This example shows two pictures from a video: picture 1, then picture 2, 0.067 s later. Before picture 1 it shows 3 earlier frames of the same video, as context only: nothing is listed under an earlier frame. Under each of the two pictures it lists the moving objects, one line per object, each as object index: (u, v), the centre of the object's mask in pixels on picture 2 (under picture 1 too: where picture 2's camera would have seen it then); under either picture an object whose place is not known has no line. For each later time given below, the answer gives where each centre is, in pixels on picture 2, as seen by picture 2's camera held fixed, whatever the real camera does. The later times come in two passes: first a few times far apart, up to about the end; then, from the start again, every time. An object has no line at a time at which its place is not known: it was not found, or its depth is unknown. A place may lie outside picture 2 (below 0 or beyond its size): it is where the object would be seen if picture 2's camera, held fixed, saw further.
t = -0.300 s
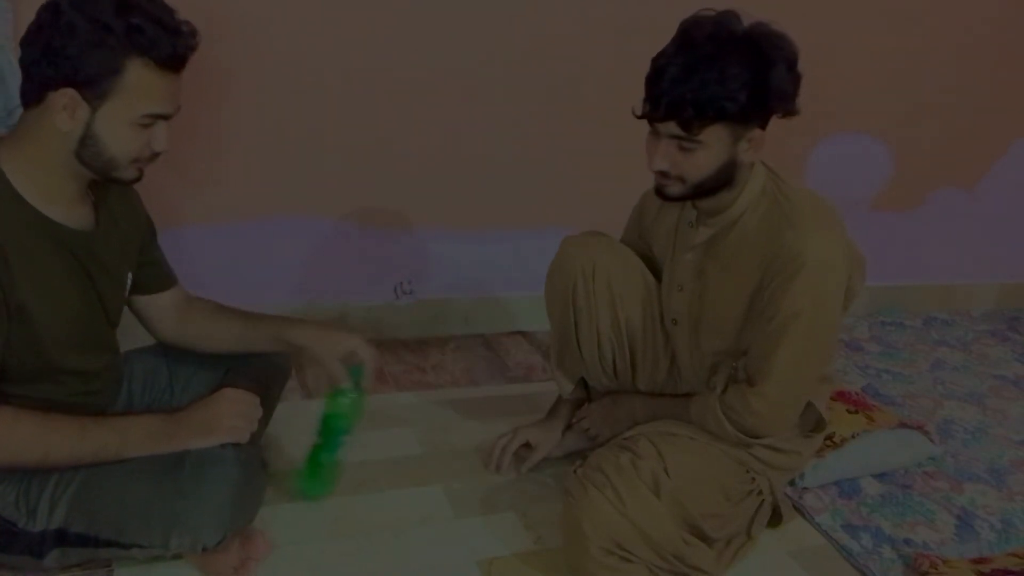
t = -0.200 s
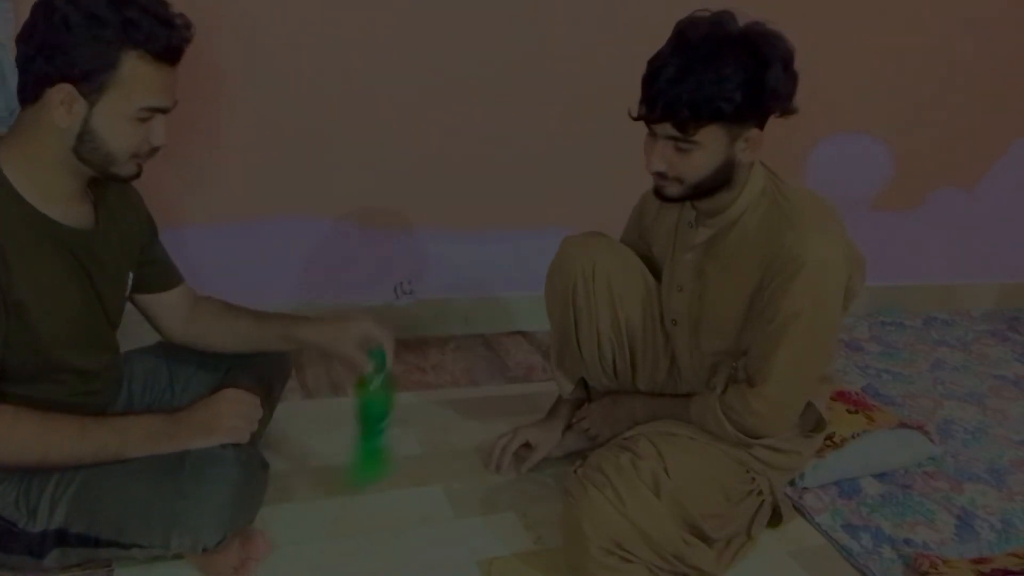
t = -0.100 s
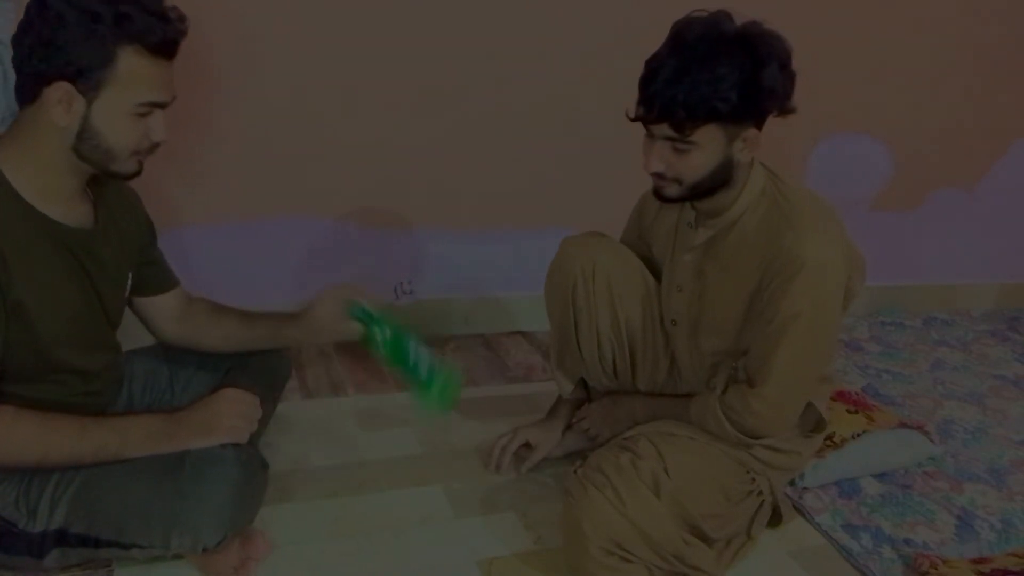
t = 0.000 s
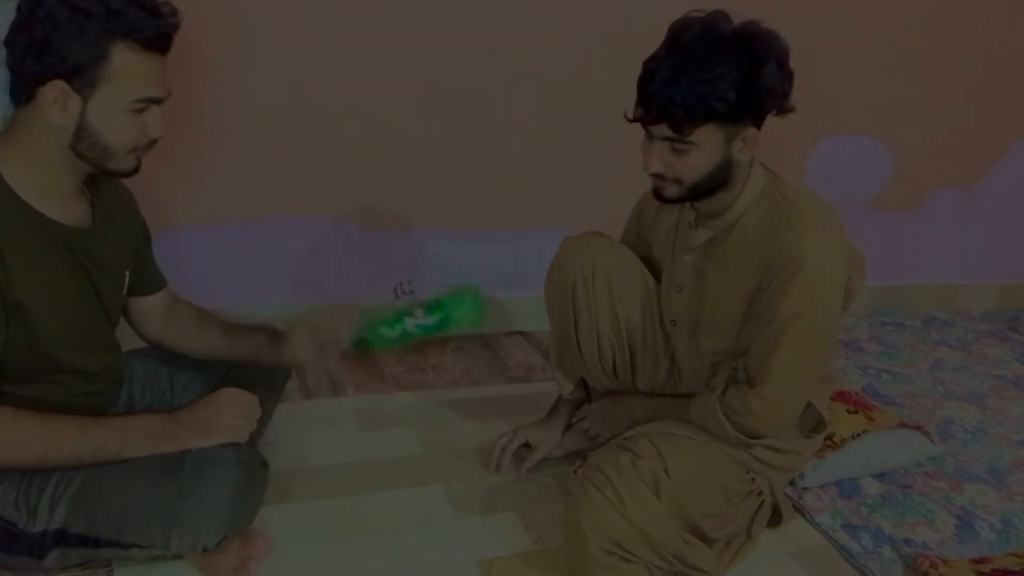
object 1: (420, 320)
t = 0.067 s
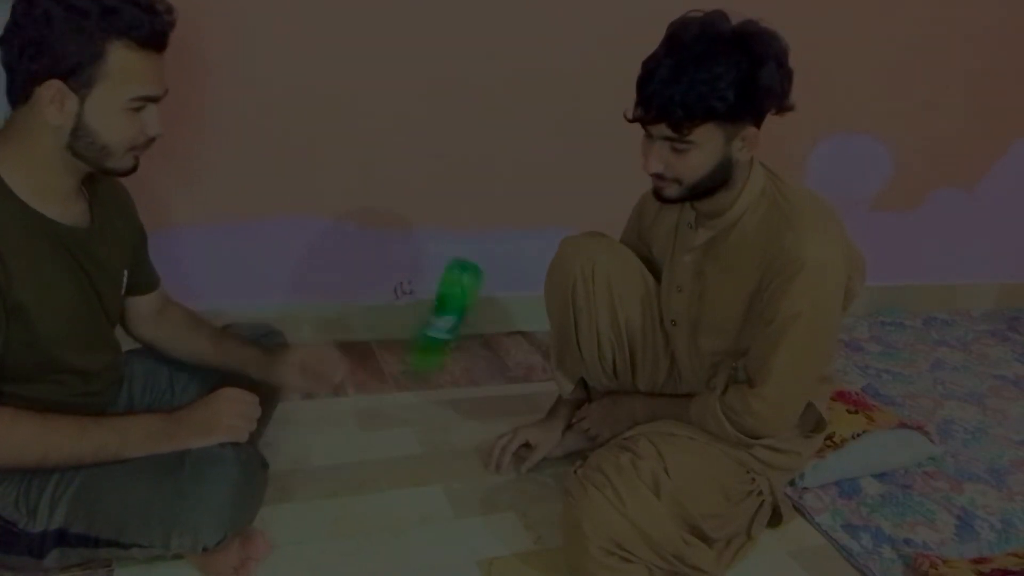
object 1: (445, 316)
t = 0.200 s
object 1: (484, 336)
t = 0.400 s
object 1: (448, 442)
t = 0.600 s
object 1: (418, 454)
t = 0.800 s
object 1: (377, 492)
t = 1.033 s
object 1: (373, 495)
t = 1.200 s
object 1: (372, 491)
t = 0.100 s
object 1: (457, 318)
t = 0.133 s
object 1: (470, 323)
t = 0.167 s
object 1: (479, 328)
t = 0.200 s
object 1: (484, 336)
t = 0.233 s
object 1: (485, 349)
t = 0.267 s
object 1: (482, 367)
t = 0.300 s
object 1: (472, 395)
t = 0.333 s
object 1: (461, 431)
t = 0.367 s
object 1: (455, 444)
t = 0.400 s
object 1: (448, 442)
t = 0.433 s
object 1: (444, 442)
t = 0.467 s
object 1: (441, 443)
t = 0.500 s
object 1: (437, 445)
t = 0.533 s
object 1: (432, 447)
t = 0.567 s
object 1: (426, 451)
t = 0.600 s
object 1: (418, 454)
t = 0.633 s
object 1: (408, 461)
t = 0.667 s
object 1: (400, 471)
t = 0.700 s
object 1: (381, 484)
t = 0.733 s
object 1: (378, 495)
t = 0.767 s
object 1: (377, 492)
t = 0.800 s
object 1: (377, 492)
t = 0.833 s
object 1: (376, 496)
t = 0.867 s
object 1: (374, 498)
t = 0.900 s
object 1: (374, 497)
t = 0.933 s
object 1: (373, 497)
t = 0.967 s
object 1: (373, 497)
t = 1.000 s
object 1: (373, 496)
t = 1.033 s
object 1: (373, 495)
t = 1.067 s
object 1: (372, 495)
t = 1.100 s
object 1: (372, 495)
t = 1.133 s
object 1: (372, 494)
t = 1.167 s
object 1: (372, 492)
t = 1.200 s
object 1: (372, 491)
